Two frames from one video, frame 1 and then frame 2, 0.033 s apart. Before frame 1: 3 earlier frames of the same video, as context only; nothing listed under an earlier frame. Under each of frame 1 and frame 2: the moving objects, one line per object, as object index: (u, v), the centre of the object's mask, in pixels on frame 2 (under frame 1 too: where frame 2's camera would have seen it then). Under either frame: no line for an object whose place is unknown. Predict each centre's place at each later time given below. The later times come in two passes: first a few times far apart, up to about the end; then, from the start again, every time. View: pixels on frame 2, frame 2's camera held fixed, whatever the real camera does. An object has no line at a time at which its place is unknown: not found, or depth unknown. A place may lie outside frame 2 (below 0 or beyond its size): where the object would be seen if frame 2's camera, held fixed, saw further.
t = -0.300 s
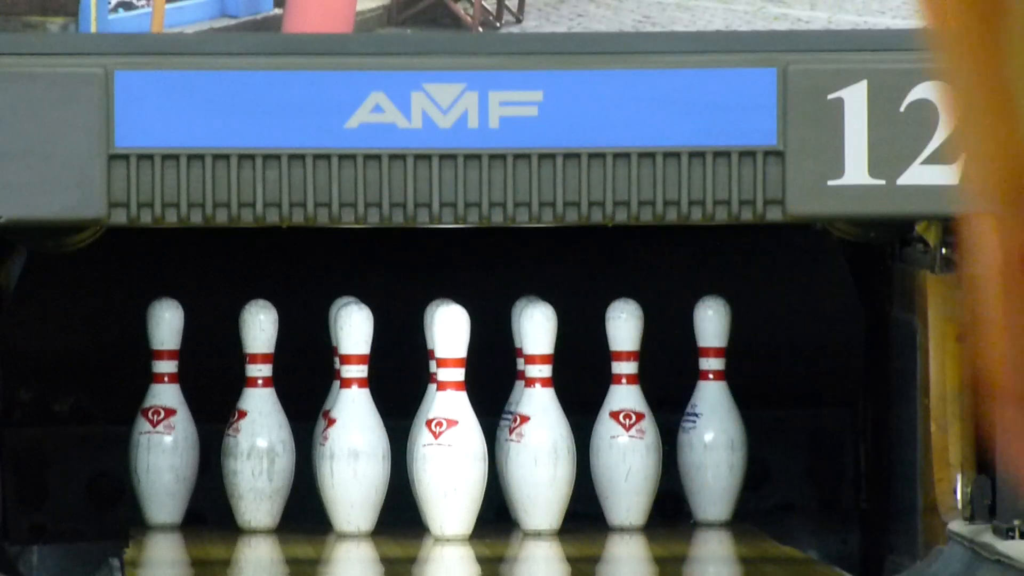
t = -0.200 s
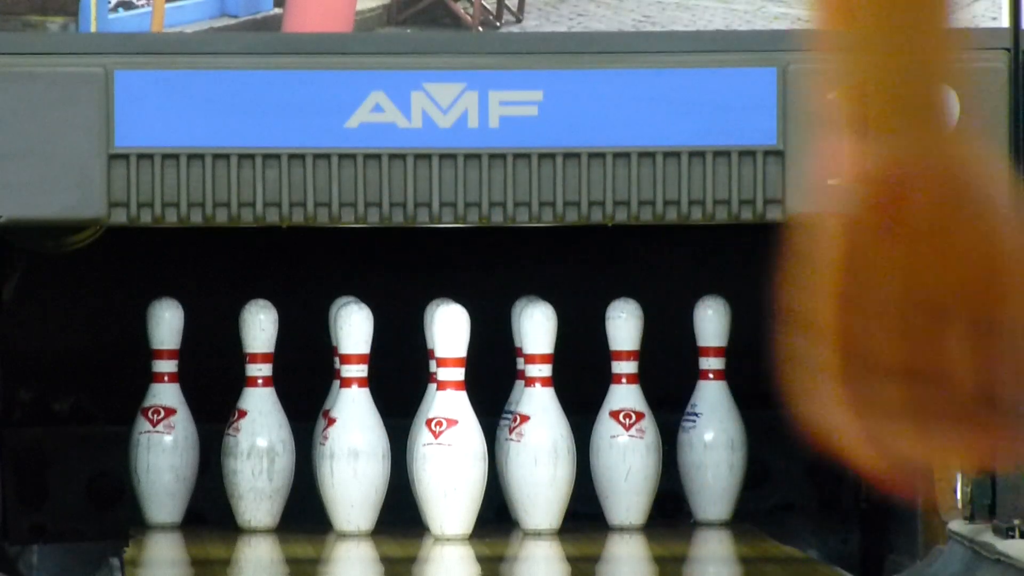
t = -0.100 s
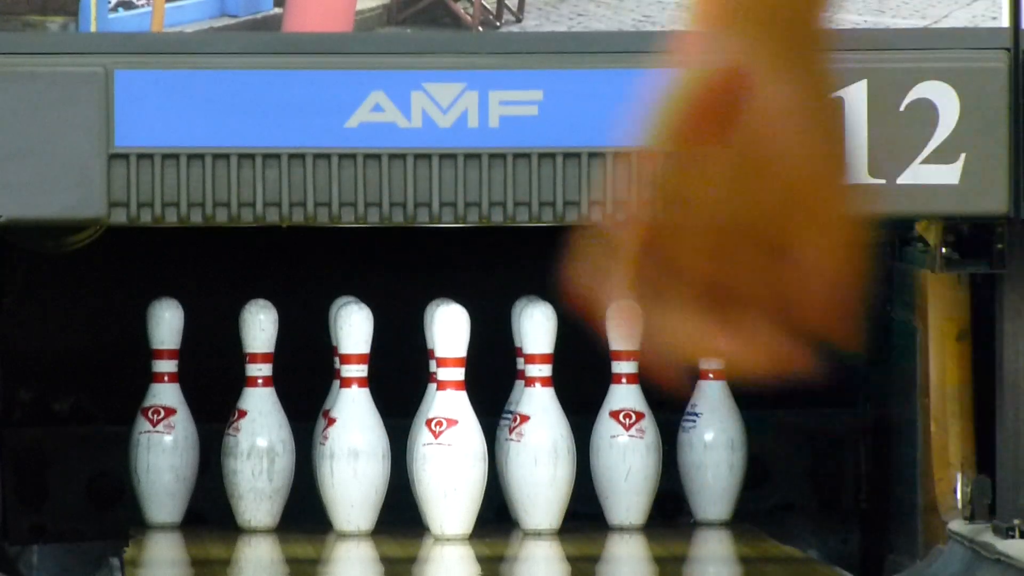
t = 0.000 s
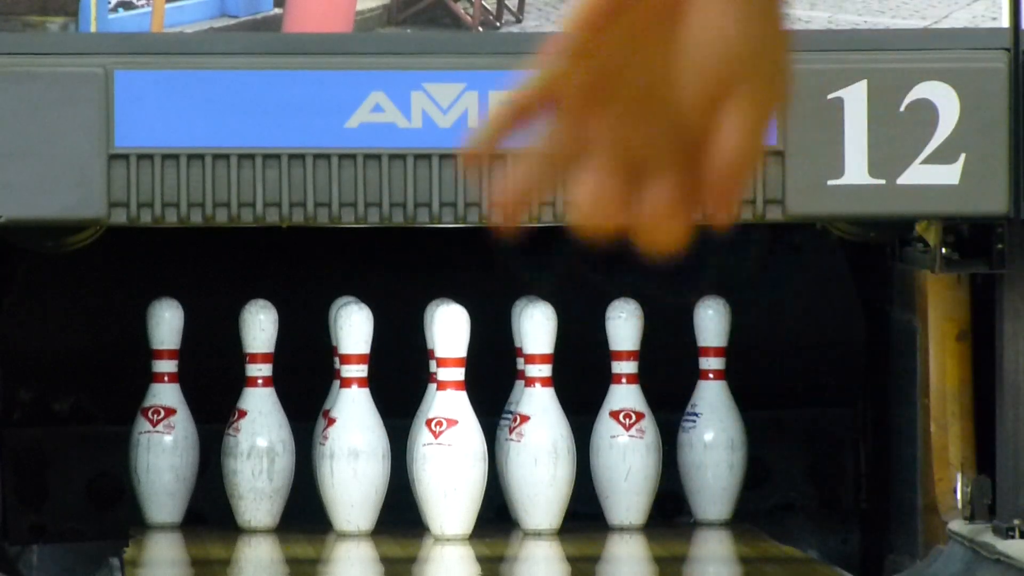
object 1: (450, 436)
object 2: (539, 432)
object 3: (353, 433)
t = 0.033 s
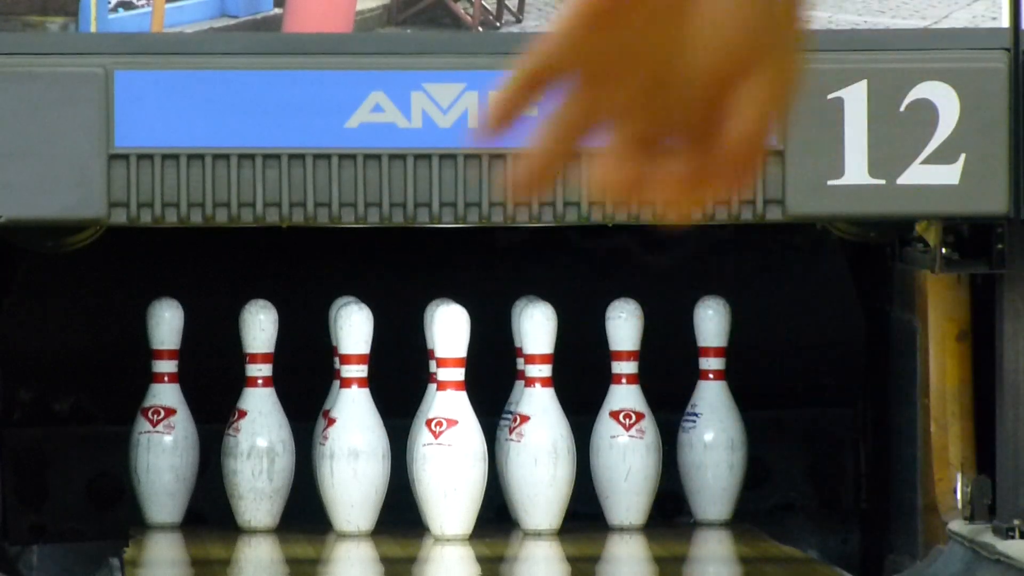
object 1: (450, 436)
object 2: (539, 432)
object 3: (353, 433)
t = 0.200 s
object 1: (450, 436)
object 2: (539, 433)
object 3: (353, 433)
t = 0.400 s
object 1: (450, 436)
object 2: (539, 433)
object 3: (353, 433)
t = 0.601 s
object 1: (450, 436)
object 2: (539, 432)
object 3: (353, 433)
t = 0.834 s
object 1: (451, 436)
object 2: (537, 398)
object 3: (353, 433)
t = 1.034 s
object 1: (445, 414)
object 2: (541, 384)
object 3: (354, 433)
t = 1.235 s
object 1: (449, 369)
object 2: (544, 421)
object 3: (354, 433)
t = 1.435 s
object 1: (471, 392)
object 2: (542, 433)
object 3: (349, 425)
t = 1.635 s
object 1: (600, 313)
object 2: (614, 426)
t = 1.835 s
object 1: (678, 336)
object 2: (702, 484)
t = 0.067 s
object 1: (450, 436)
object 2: (539, 432)
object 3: (354, 433)
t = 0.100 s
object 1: (450, 436)
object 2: (539, 432)
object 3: (353, 433)
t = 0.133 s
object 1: (450, 436)
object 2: (539, 432)
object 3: (353, 433)
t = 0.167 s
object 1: (450, 436)
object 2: (539, 433)
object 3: (354, 433)
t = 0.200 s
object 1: (450, 436)
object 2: (539, 433)
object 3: (353, 433)
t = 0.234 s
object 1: (450, 436)
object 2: (539, 433)
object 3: (353, 433)
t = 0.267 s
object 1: (450, 436)
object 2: (539, 432)
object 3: (353, 433)
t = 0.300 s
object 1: (450, 436)
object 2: (539, 433)
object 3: (353, 433)
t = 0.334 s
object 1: (450, 436)
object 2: (539, 433)
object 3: (353, 433)
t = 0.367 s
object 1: (450, 436)
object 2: (539, 432)
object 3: (353, 433)
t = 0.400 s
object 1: (450, 436)
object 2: (539, 433)
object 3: (353, 433)
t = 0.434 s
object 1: (450, 436)
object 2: (539, 433)
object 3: (353, 433)
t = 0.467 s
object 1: (450, 436)
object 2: (539, 433)
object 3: (353, 433)
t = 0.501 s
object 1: (450, 436)
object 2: (539, 433)
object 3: (353, 433)
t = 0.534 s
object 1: (451, 436)
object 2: (539, 433)
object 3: (353, 433)
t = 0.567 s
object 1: (450, 436)
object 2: (539, 433)
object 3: (353, 433)
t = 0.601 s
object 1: (450, 436)
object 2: (539, 432)
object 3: (353, 433)
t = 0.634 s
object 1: (451, 436)
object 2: (538, 429)
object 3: (353, 433)
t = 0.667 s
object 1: (450, 436)
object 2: (538, 424)
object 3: (353, 433)
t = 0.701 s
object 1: (450, 436)
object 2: (537, 419)
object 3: (353, 433)
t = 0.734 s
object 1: (451, 436)
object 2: (537, 414)
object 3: (353, 433)
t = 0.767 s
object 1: (451, 436)
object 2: (537, 408)
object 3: (353, 433)
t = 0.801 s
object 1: (450, 436)
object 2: (537, 402)
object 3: (353, 433)
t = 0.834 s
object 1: (451, 436)
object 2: (537, 398)
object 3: (353, 433)
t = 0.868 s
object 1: (450, 436)
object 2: (538, 394)
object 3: (354, 433)
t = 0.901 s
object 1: (450, 433)
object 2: (539, 390)
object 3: (354, 433)
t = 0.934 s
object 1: (449, 430)
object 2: (539, 387)
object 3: (354, 433)
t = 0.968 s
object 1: (447, 425)
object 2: (540, 385)
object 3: (354, 434)
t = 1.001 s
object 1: (446, 420)
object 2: (540, 383)
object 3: (354, 433)
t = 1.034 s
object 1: (445, 414)
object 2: (541, 384)
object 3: (354, 433)
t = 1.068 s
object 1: (445, 406)
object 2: (542, 386)
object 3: (354, 433)
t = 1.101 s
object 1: (445, 398)
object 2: (543, 389)
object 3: (354, 433)
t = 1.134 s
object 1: (446, 389)
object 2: (544, 397)
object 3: (354, 433)
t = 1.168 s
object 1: (447, 381)
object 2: (545, 407)
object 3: (354, 433)
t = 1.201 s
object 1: (448, 374)
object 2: (545, 414)
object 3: (354, 433)
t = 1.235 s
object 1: (449, 369)
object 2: (544, 421)
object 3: (354, 433)
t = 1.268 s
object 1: (450, 363)
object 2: (543, 425)
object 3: (354, 433)
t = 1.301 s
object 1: (451, 360)
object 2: (542, 428)
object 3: (354, 433)
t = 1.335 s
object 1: (451, 358)
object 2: (541, 431)
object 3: (353, 432)
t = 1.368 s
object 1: (451, 357)
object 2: (540, 432)
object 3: (352, 431)
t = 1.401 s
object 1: (455, 362)
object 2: (539, 433)
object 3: (351, 429)
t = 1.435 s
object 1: (471, 392)
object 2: (542, 433)
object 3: (349, 425)
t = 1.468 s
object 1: (500, 411)
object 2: (557, 429)
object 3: (338, 431)
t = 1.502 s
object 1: (517, 416)
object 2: (568, 427)
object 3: (304, 427)
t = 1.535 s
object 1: (556, 376)
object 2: (580, 425)
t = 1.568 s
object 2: (591, 426)
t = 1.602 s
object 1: (583, 333)
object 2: (602, 425)
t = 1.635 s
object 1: (600, 313)
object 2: (614, 426)
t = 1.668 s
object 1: (614, 304)
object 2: (625, 428)
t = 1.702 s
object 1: (627, 302)
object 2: (637, 430)
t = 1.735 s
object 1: (638, 306)
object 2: (651, 434)
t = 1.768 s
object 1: (650, 314)
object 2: (666, 444)
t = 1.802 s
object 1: (670, 329)
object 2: (677, 463)
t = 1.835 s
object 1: (678, 336)
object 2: (702, 484)
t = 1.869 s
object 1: (683, 355)
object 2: (715, 492)
